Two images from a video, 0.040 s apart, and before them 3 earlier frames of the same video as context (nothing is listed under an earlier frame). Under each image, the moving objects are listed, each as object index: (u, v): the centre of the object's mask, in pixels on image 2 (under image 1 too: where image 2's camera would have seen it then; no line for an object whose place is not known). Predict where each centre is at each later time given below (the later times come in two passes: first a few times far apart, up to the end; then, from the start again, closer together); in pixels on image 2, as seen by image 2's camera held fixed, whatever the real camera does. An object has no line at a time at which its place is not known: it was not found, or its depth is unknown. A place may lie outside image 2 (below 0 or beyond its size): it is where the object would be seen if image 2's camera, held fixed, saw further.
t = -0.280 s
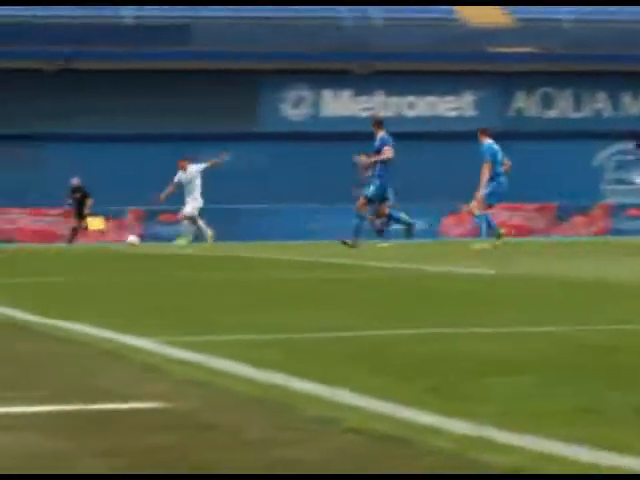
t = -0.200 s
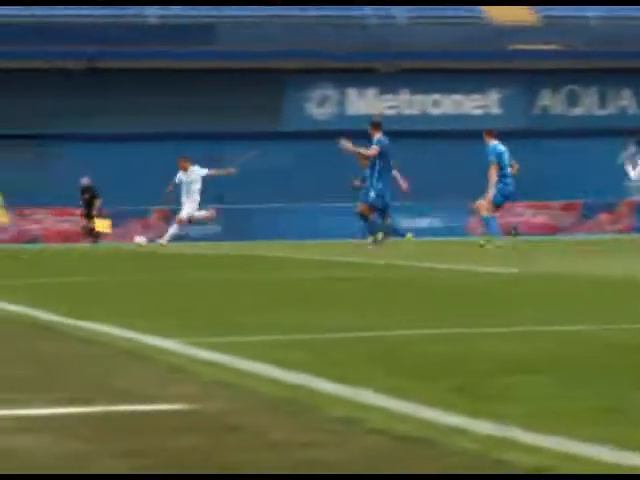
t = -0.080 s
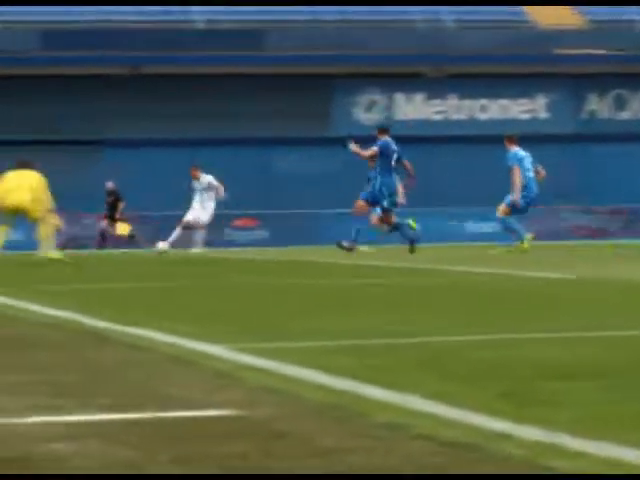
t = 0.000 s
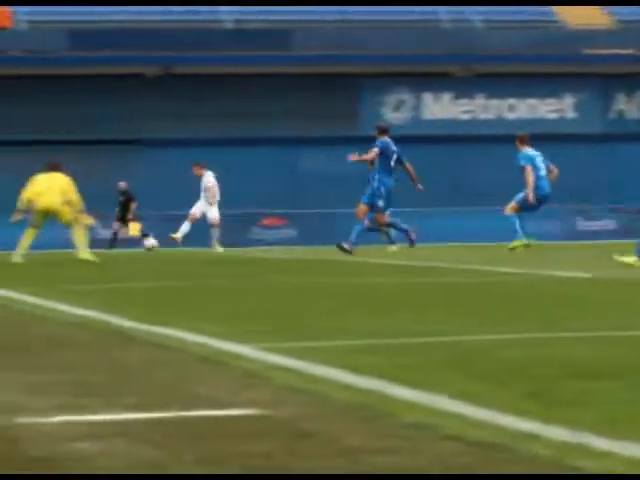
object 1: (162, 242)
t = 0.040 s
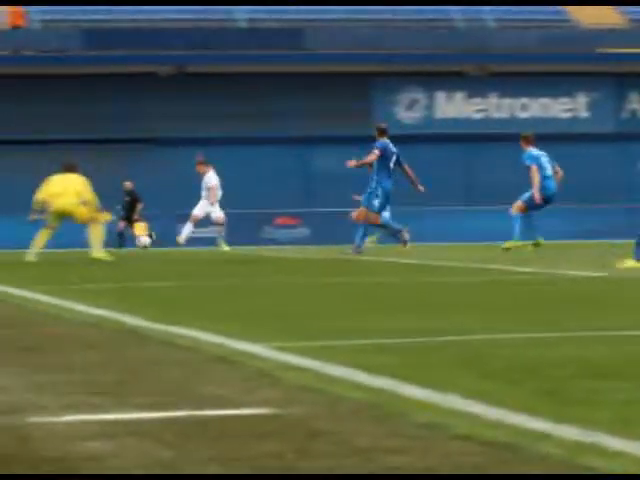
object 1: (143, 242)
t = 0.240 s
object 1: (47, 245)
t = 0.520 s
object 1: (-98, 255)
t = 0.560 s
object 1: (-120, 256)
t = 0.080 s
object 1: (125, 241)
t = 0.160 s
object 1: (85, 241)
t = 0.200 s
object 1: (69, 243)
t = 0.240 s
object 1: (47, 245)
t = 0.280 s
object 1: (28, 246)
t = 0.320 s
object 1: (8, 250)
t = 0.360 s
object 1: (-12, 254)
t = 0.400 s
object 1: (-31, 257)
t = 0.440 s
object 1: (-58, 254)
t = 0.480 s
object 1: (-73, 254)
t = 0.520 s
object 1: (-98, 255)
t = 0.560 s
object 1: (-120, 256)
